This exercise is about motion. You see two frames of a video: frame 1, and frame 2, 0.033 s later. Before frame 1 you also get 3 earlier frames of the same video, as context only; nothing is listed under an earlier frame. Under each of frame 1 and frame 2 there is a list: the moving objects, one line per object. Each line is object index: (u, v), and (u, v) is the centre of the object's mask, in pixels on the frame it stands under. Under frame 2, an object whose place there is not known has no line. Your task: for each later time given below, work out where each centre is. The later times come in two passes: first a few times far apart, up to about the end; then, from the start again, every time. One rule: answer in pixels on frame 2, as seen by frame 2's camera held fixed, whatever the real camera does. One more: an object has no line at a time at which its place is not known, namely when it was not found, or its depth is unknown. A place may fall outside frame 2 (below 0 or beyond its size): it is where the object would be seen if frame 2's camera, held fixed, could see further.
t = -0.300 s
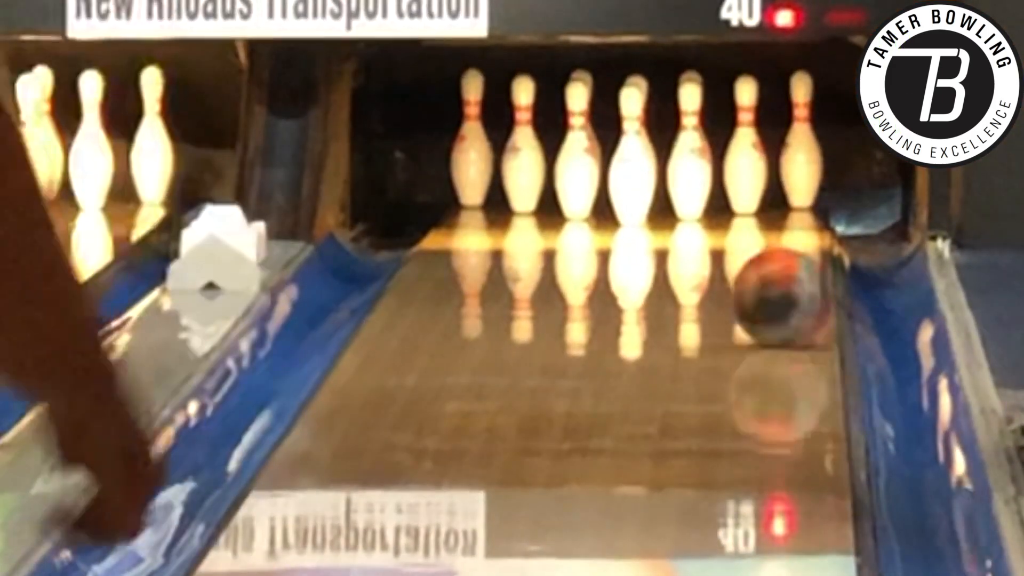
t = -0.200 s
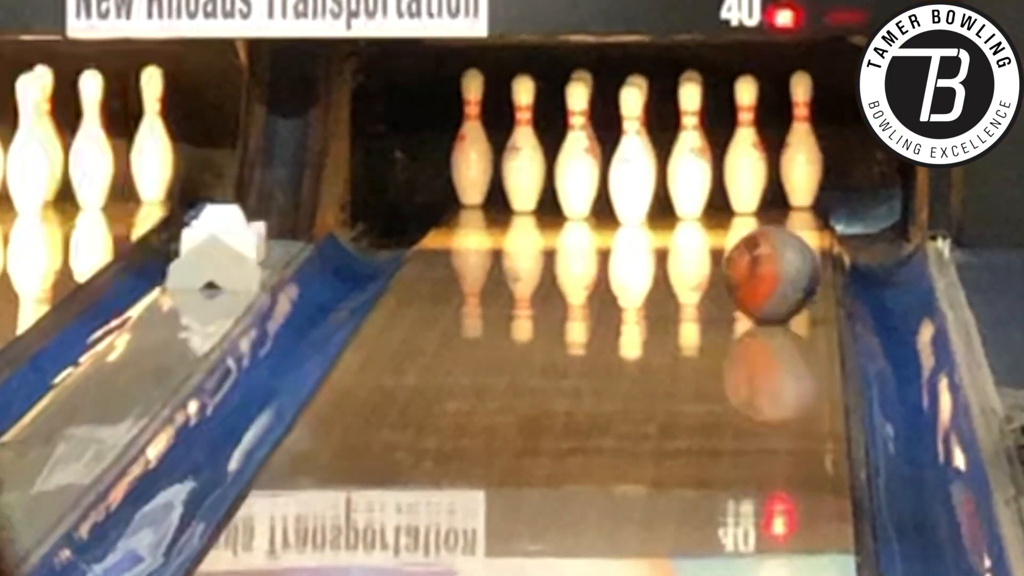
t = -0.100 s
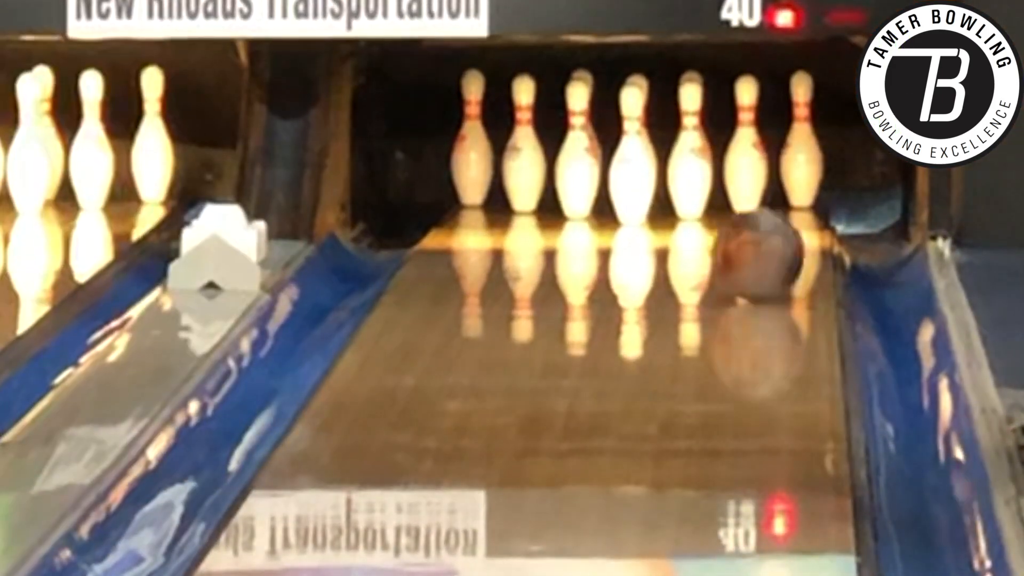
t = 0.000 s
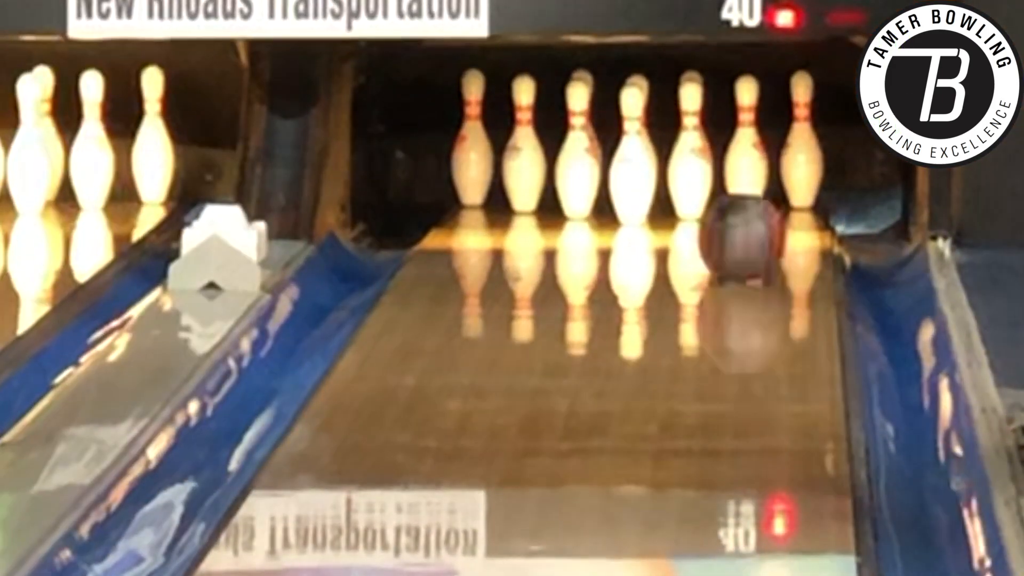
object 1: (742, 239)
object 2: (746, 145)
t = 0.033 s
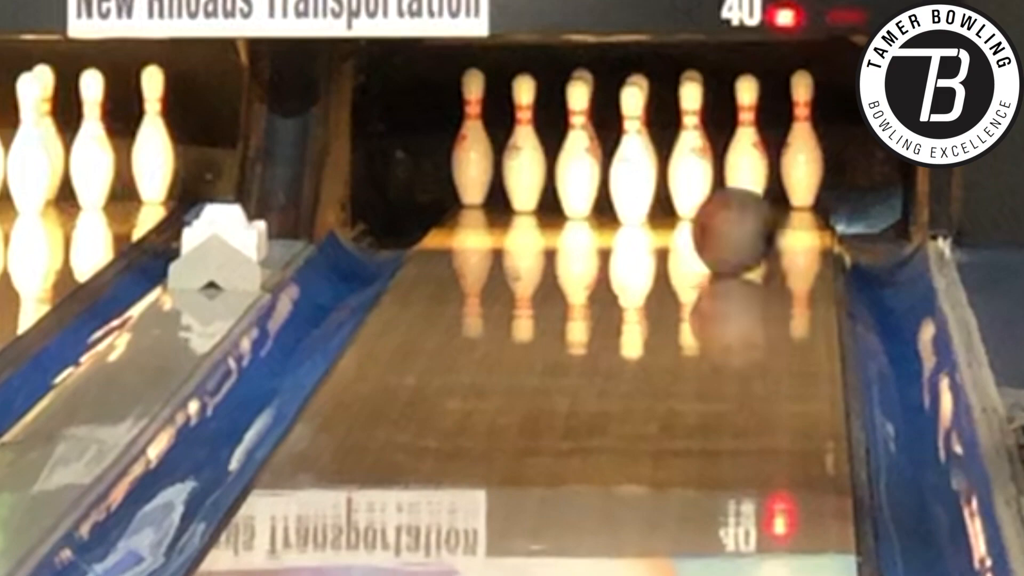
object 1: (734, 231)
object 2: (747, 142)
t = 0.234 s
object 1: (686, 203)
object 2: (746, 151)
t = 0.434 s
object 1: (643, 180)
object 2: (748, 150)
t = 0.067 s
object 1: (728, 226)
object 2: (747, 140)
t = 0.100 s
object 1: (719, 221)
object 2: (748, 140)
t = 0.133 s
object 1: (711, 216)
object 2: (748, 143)
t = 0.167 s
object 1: (700, 211)
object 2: (747, 147)
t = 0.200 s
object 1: (693, 205)
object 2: (747, 150)
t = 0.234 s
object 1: (686, 203)
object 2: (746, 151)
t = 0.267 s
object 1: (675, 197)
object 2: (746, 151)
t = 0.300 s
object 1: (664, 193)
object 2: (746, 151)
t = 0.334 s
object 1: (655, 189)
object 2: (746, 151)
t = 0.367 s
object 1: (650, 187)
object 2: (746, 151)
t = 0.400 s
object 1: (649, 182)
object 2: (746, 152)
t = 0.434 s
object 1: (643, 180)
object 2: (748, 150)
